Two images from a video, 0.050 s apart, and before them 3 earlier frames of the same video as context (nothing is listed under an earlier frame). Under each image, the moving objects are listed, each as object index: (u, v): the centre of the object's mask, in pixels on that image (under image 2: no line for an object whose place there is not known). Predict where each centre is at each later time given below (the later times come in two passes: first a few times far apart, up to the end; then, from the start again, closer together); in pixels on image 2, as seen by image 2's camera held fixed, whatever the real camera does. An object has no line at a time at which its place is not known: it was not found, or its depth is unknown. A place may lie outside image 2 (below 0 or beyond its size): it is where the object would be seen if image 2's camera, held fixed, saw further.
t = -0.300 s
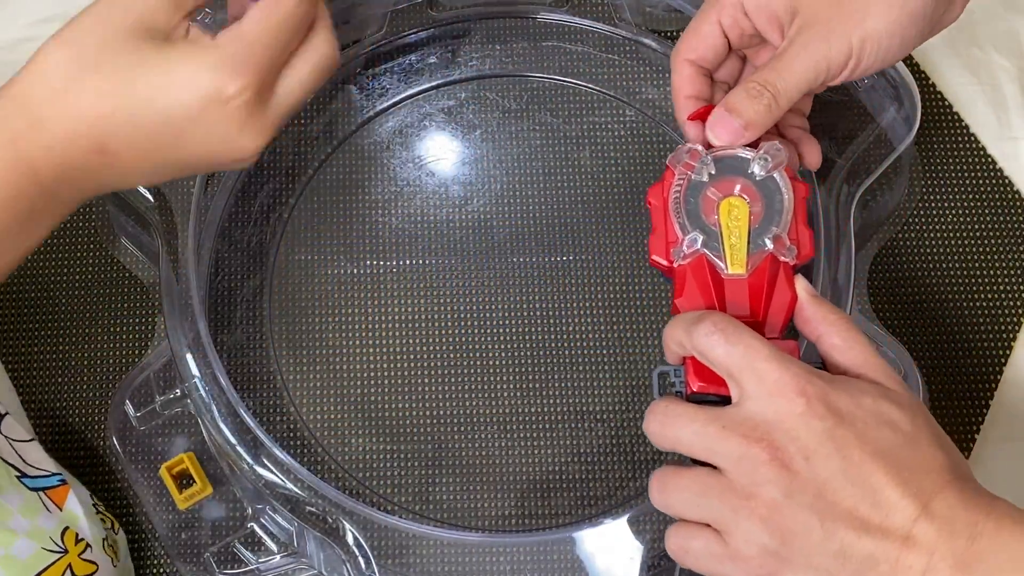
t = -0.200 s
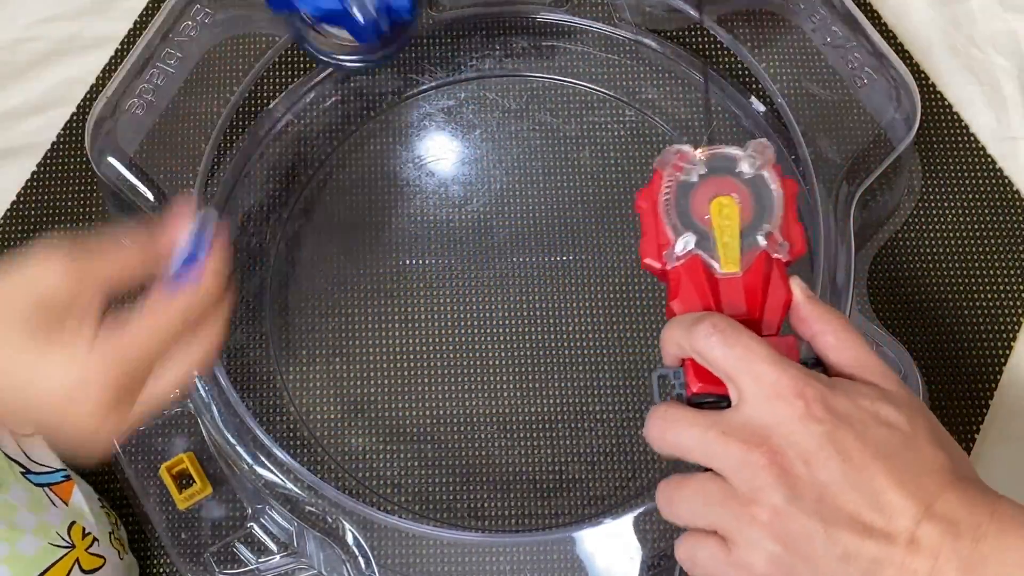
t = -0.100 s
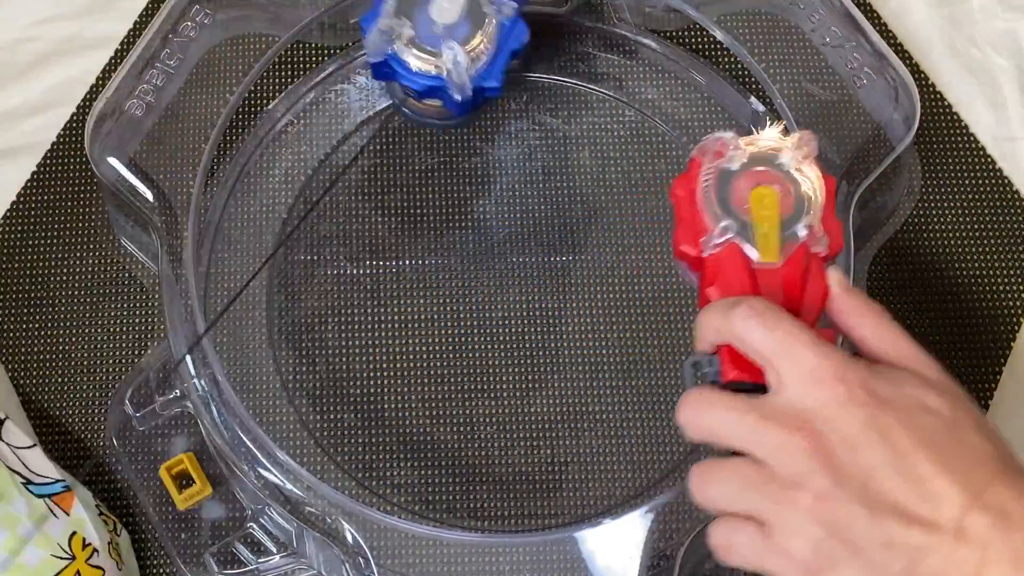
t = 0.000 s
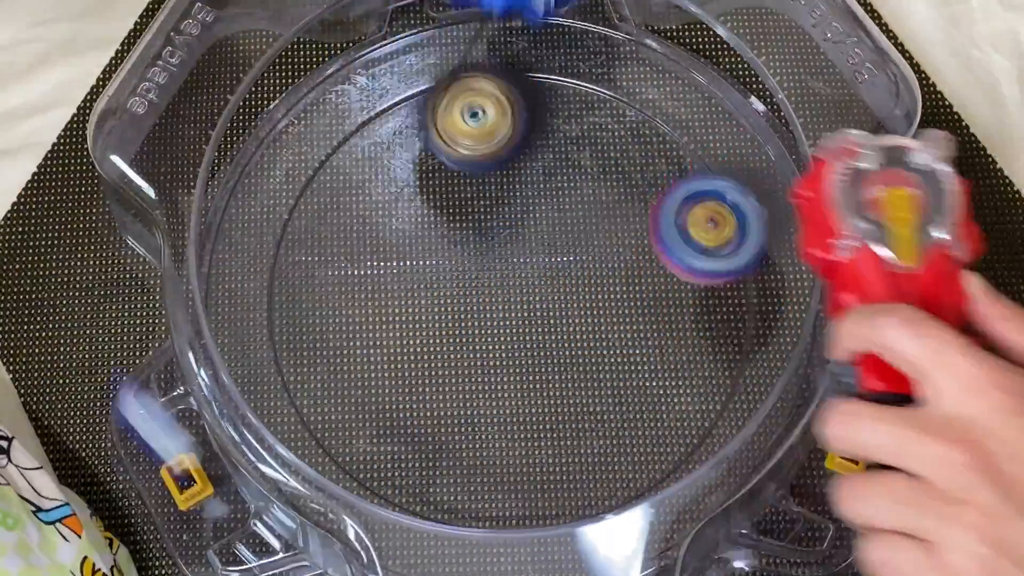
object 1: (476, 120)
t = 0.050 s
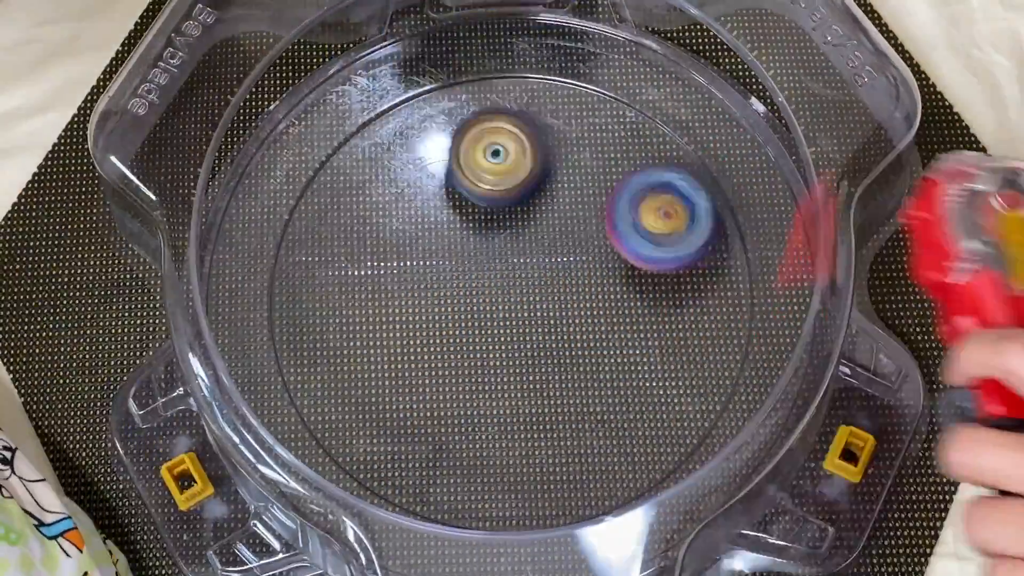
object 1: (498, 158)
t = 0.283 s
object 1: (257, 270)
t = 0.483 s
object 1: (314, 306)
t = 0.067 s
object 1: (506, 163)
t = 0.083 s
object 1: (510, 172)
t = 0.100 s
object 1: (486, 182)
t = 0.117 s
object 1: (454, 194)
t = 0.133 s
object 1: (426, 205)
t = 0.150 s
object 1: (402, 209)
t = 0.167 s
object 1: (378, 214)
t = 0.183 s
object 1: (354, 223)
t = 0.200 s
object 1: (332, 233)
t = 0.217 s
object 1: (312, 243)
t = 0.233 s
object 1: (296, 247)
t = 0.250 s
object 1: (281, 254)
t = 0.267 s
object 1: (268, 261)
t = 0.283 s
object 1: (257, 270)
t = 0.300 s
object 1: (250, 275)
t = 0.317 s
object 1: (245, 282)
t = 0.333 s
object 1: (243, 286)
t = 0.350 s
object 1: (245, 289)
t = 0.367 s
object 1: (249, 291)
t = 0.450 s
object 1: (288, 304)
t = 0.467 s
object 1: (301, 307)
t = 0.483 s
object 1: (314, 306)
